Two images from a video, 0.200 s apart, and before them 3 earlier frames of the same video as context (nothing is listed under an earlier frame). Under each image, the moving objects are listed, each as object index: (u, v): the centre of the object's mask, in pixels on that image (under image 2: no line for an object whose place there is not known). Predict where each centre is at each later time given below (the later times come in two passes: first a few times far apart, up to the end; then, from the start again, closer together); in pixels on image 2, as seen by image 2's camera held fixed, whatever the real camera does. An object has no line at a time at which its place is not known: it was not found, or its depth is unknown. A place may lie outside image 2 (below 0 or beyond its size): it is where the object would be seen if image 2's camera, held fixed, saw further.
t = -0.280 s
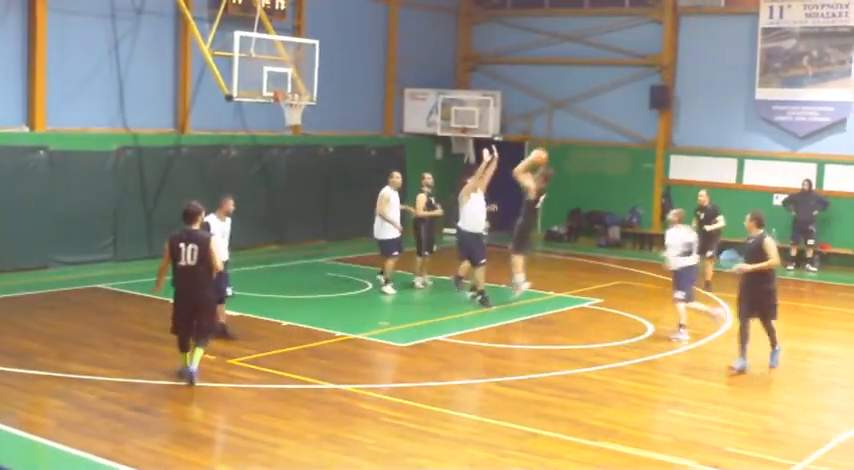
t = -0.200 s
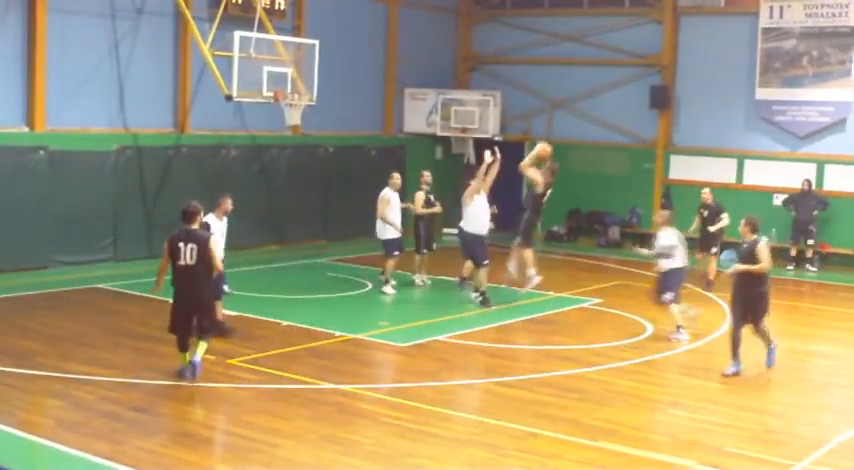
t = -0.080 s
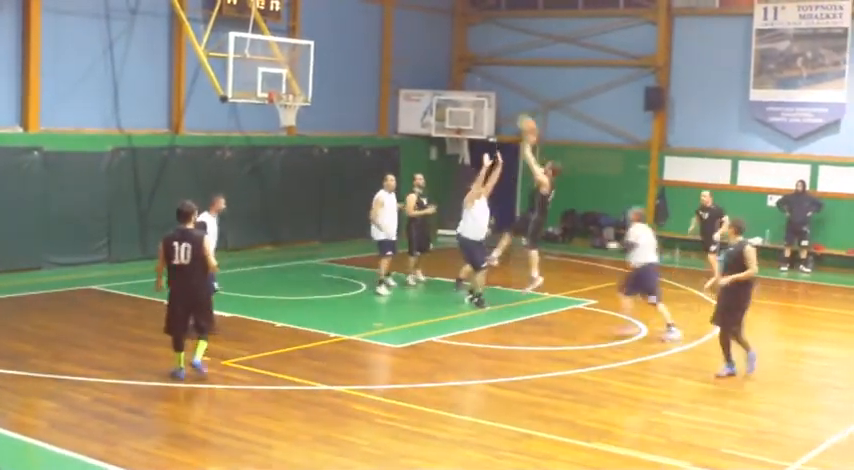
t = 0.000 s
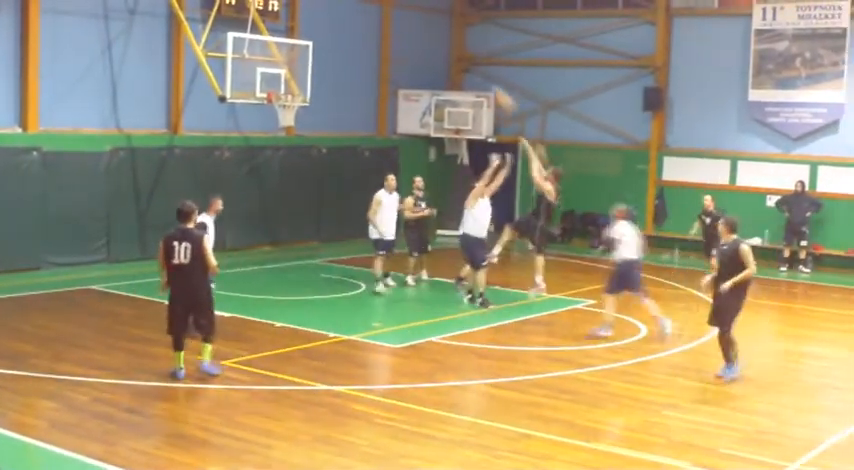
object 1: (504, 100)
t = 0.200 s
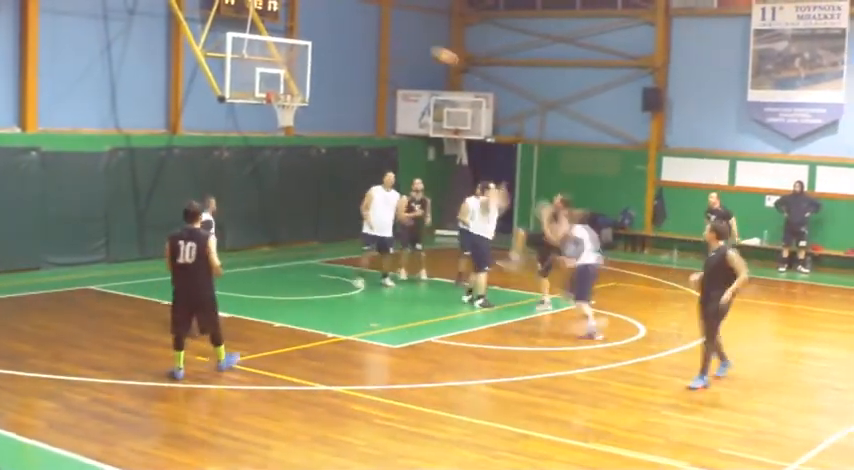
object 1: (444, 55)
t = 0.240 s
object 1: (434, 51)
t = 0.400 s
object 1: (390, 40)
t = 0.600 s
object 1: (339, 48)
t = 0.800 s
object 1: (290, 81)
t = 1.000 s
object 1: (301, 103)
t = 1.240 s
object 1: (290, 112)
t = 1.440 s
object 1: (282, 116)
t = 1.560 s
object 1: (276, 137)
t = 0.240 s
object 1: (434, 51)
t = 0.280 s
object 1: (422, 46)
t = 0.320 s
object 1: (412, 43)
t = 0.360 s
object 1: (402, 41)
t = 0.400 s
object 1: (390, 40)
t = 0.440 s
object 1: (380, 39)
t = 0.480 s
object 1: (370, 40)
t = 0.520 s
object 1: (359, 42)
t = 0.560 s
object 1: (349, 44)
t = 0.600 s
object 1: (339, 48)
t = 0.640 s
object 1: (329, 53)
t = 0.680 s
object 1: (320, 58)
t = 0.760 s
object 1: (297, 71)
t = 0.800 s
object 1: (290, 81)
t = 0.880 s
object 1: (290, 98)
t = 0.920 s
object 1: (298, 100)
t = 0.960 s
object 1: (301, 102)
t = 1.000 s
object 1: (301, 103)
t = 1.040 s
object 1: (301, 104)
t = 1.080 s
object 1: (301, 104)
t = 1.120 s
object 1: (300, 104)
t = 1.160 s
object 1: (300, 104)
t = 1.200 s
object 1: (293, 106)
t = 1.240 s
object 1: (290, 112)
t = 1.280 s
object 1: (289, 115)
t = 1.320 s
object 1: (287, 118)
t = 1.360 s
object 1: (286, 117)
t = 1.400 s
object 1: (283, 116)
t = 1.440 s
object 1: (282, 116)
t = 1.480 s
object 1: (279, 118)
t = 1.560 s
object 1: (276, 137)
